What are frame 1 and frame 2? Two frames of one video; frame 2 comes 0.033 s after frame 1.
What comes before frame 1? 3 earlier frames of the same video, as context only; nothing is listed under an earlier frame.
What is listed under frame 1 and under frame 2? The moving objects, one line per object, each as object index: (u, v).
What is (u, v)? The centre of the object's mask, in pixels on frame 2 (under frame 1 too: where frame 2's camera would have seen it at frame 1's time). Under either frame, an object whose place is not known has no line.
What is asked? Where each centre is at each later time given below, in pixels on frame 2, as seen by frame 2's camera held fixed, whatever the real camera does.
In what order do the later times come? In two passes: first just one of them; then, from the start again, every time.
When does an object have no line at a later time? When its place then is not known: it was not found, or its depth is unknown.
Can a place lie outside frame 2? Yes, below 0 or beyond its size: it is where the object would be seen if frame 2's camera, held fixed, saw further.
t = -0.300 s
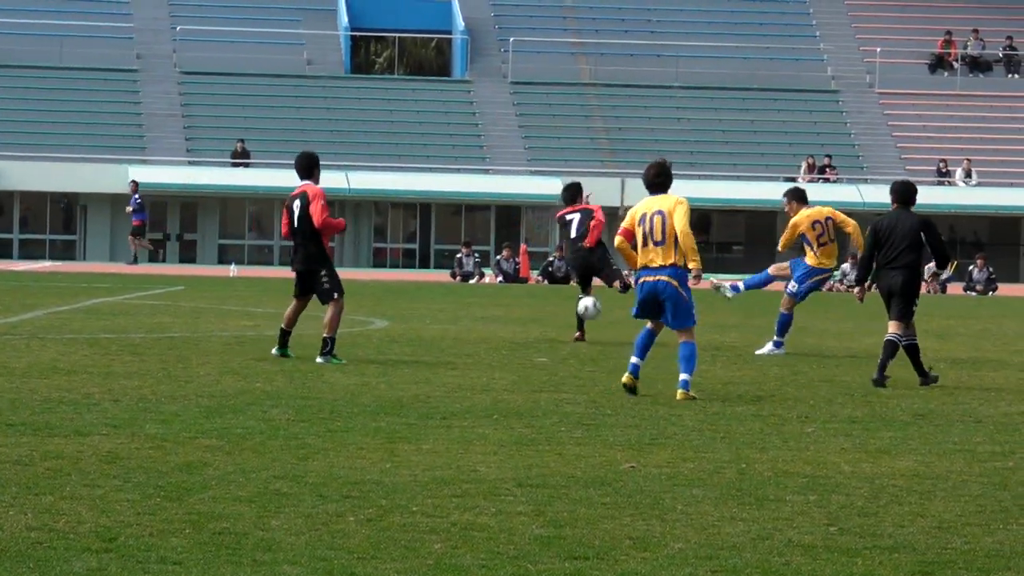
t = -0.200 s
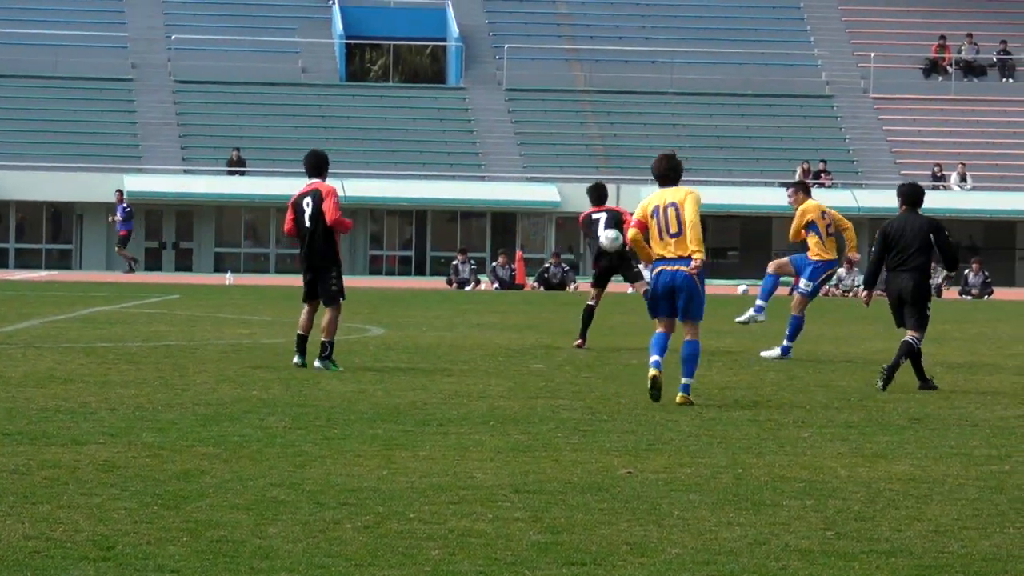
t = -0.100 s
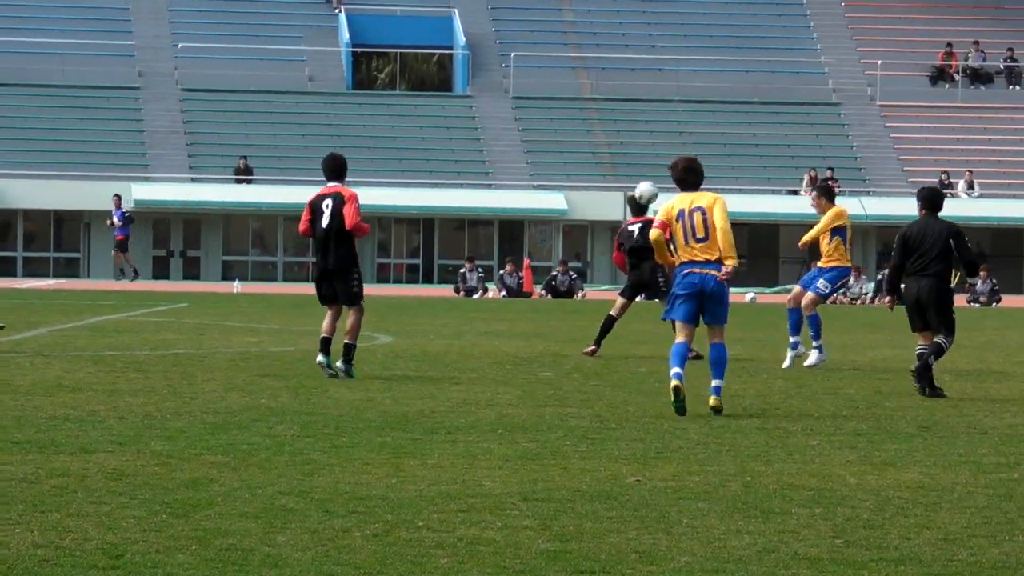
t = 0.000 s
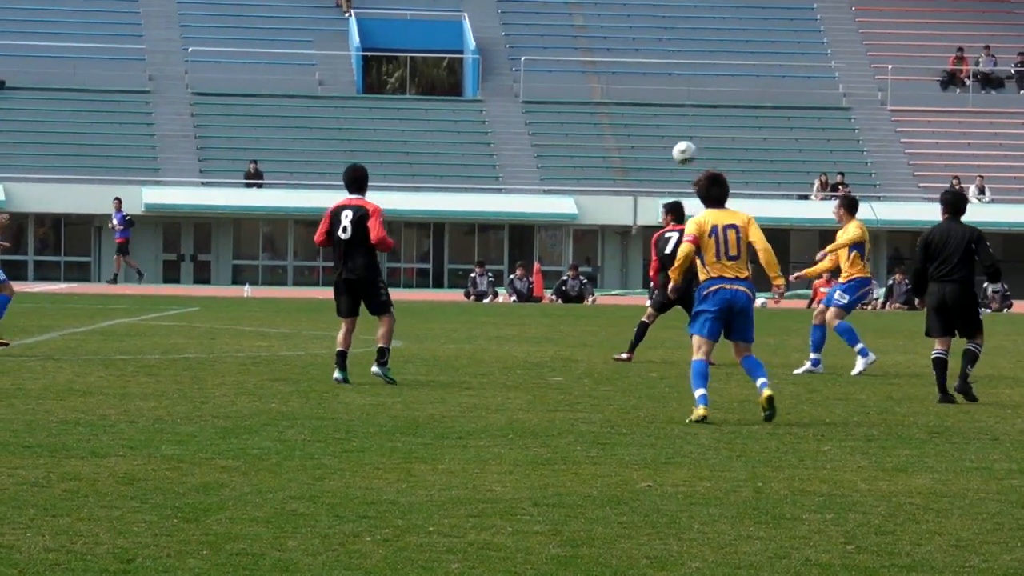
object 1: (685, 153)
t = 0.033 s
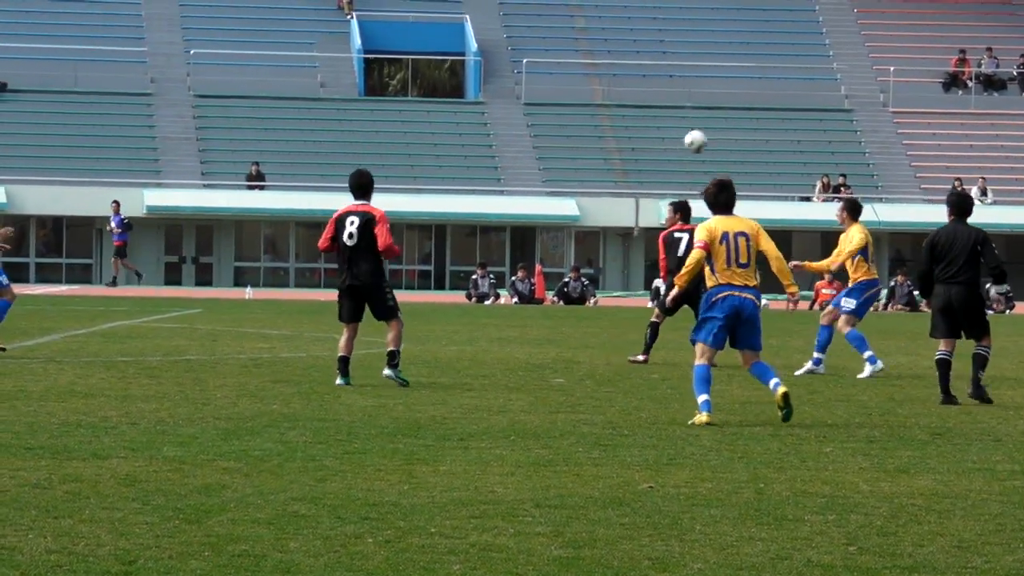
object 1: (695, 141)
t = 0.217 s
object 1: (746, 95)
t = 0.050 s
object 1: (700, 136)
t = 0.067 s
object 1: (704, 130)
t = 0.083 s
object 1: (709, 125)
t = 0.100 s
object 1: (714, 120)
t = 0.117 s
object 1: (718, 116)
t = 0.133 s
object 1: (723, 112)
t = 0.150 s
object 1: (728, 108)
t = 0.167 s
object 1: (732, 104)
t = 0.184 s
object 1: (737, 101)
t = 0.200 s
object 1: (741, 97)
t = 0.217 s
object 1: (746, 95)
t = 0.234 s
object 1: (750, 92)
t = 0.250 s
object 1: (754, 90)
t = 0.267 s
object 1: (759, 88)
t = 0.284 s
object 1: (763, 86)
